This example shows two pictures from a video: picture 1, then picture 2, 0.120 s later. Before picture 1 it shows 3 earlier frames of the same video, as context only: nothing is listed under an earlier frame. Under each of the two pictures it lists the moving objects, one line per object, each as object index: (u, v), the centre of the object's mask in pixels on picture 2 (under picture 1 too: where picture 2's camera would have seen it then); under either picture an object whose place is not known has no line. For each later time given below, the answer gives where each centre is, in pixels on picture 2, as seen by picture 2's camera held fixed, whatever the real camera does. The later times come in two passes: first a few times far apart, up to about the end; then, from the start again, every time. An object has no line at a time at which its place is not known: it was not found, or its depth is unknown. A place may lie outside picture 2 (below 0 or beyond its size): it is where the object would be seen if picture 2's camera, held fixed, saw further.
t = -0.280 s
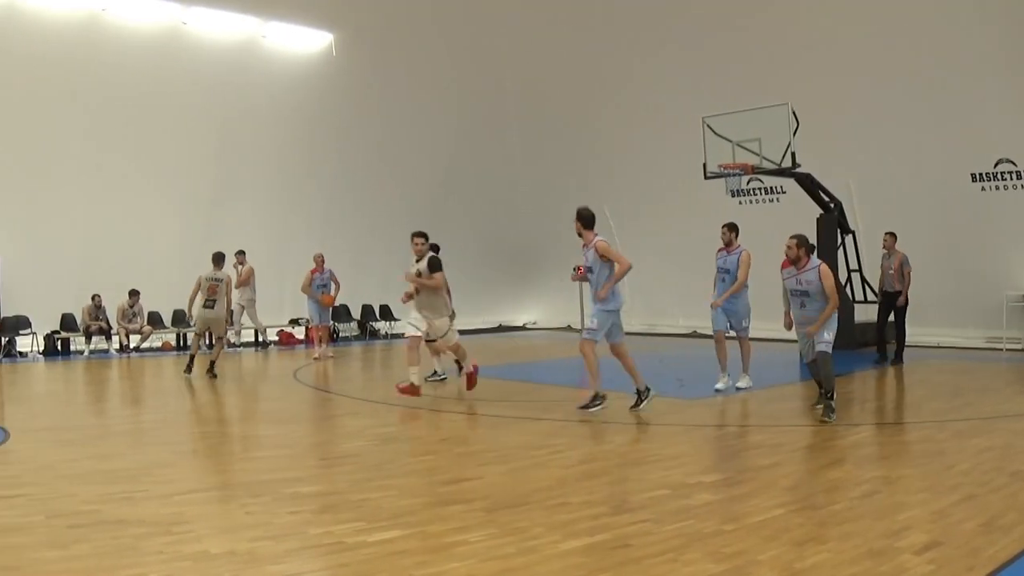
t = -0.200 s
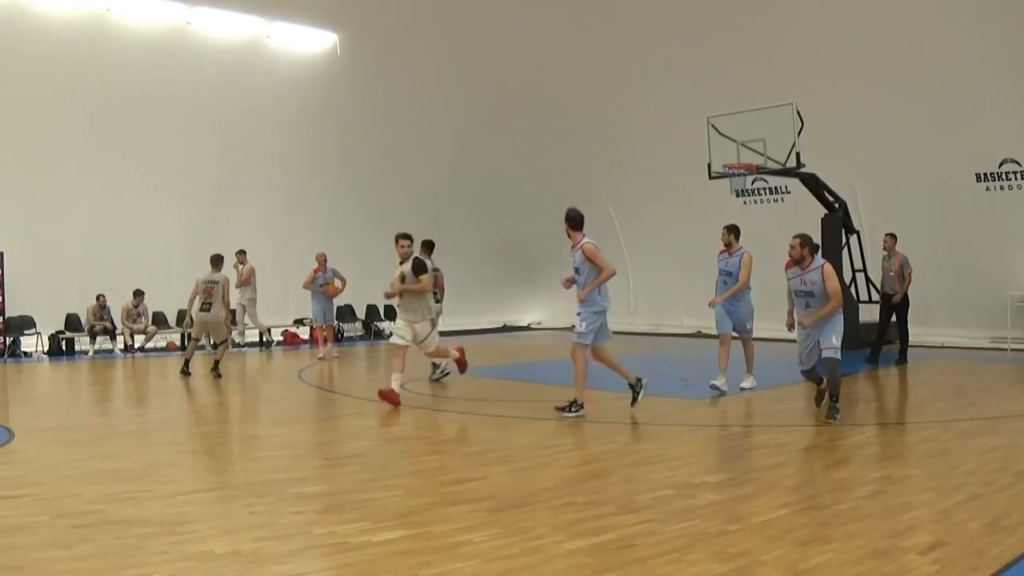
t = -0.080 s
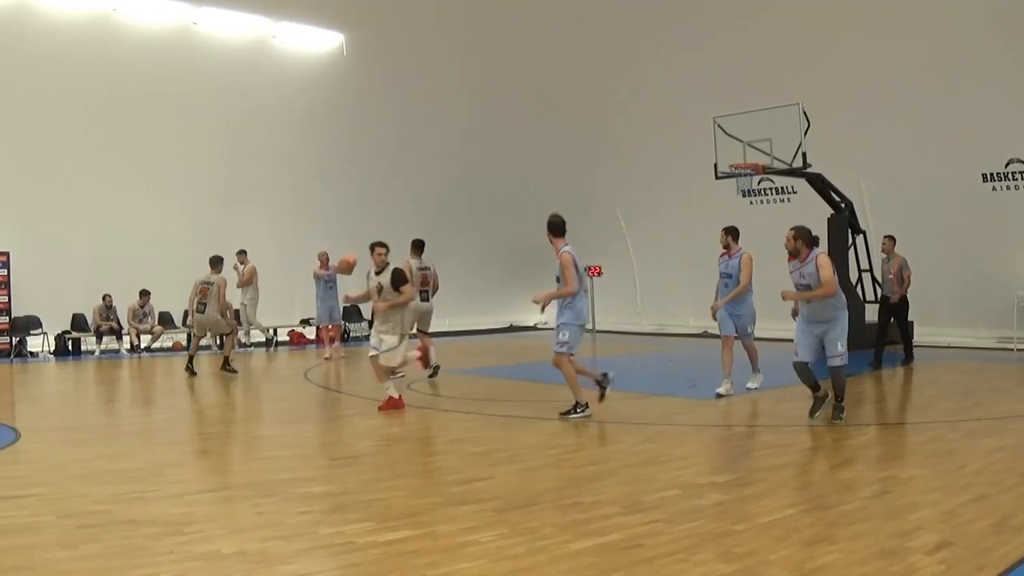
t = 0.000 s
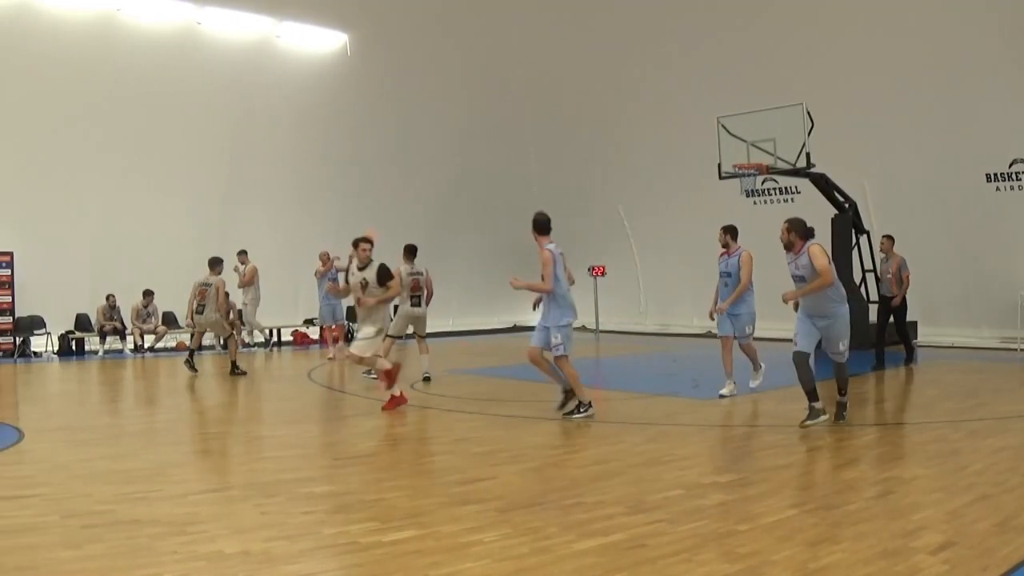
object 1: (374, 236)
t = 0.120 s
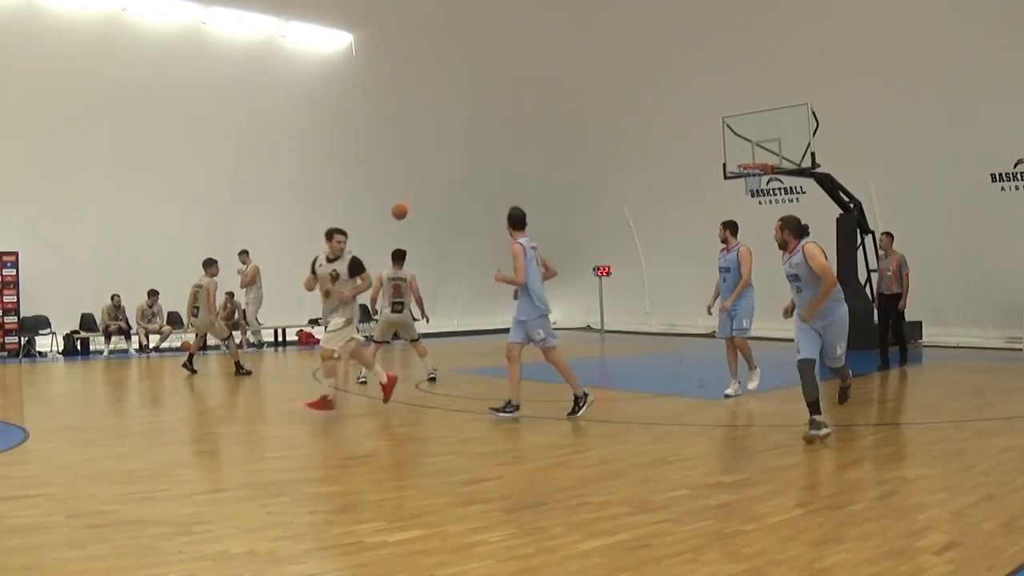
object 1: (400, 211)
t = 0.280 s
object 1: (446, 179)
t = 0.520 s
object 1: (527, 160)
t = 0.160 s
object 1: (411, 202)
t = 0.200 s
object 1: (422, 193)
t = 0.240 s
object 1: (434, 186)
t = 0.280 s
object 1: (446, 179)
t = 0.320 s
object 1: (459, 173)
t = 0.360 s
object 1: (471, 168)
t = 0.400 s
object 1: (484, 164)
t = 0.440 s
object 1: (498, 163)
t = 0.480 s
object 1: (512, 160)
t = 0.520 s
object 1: (527, 160)
